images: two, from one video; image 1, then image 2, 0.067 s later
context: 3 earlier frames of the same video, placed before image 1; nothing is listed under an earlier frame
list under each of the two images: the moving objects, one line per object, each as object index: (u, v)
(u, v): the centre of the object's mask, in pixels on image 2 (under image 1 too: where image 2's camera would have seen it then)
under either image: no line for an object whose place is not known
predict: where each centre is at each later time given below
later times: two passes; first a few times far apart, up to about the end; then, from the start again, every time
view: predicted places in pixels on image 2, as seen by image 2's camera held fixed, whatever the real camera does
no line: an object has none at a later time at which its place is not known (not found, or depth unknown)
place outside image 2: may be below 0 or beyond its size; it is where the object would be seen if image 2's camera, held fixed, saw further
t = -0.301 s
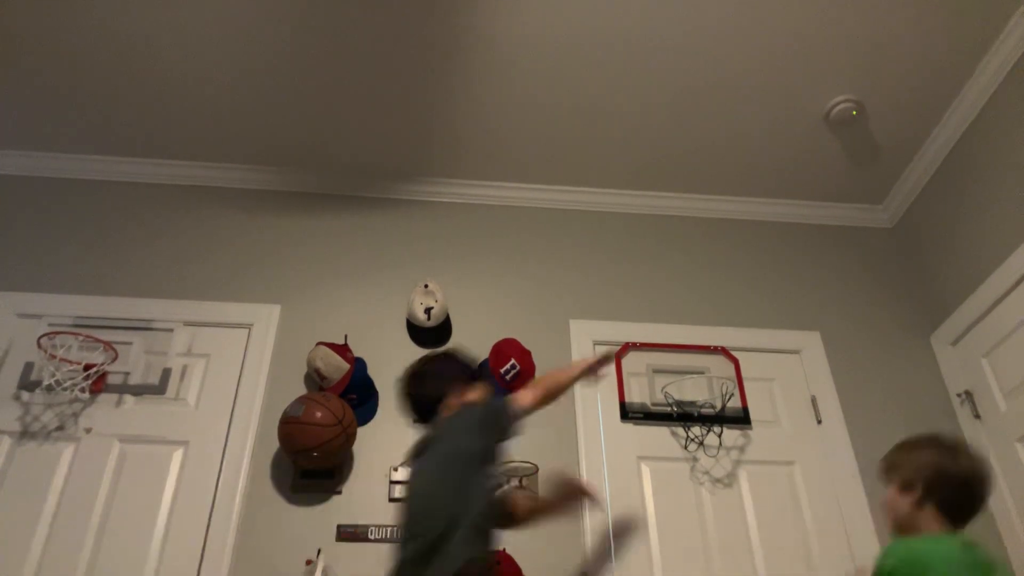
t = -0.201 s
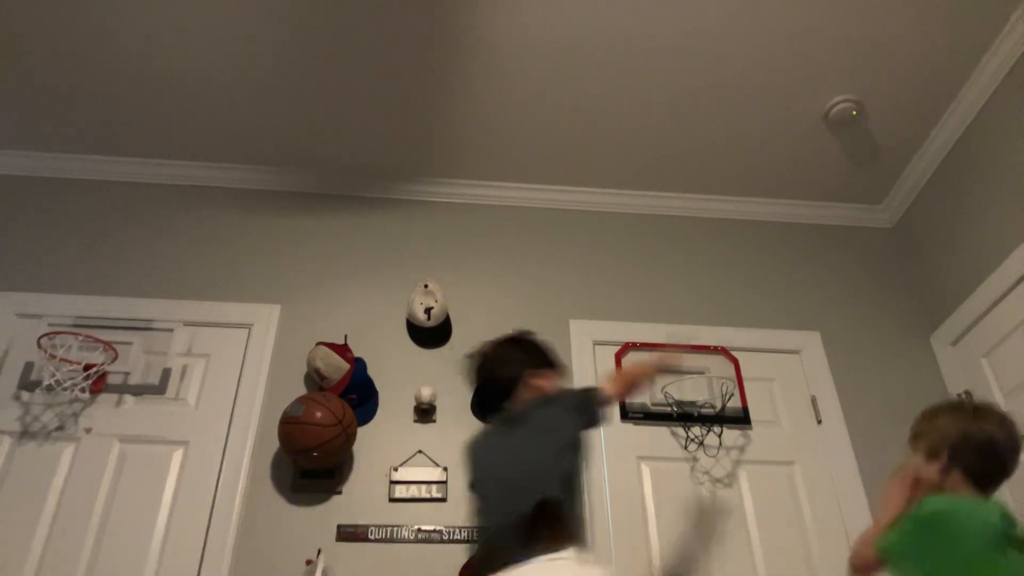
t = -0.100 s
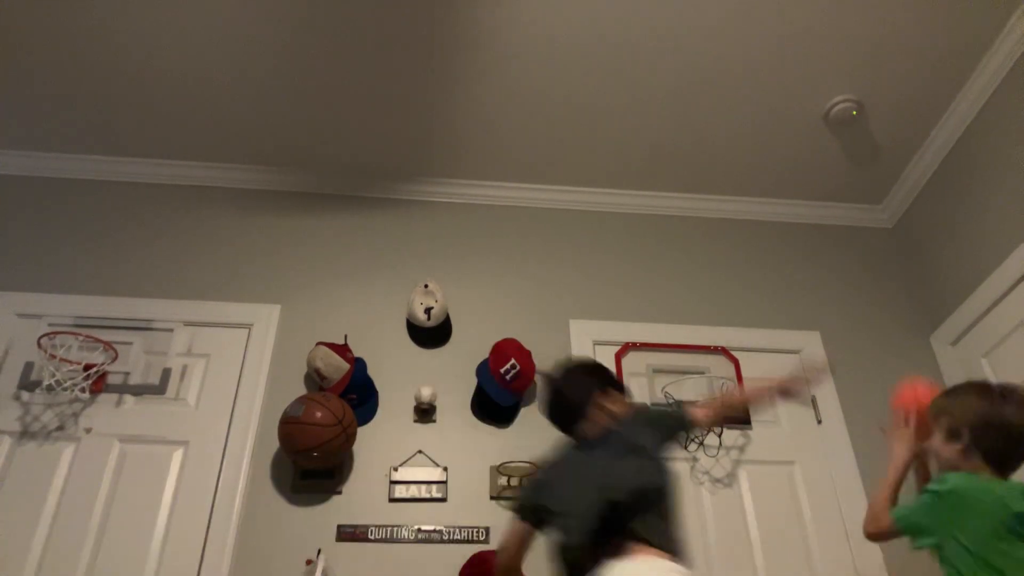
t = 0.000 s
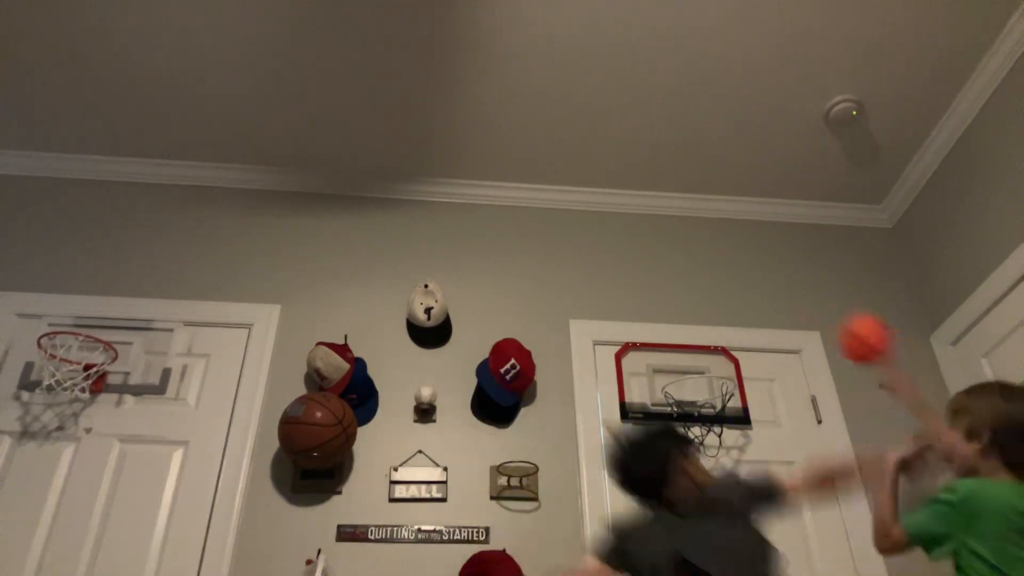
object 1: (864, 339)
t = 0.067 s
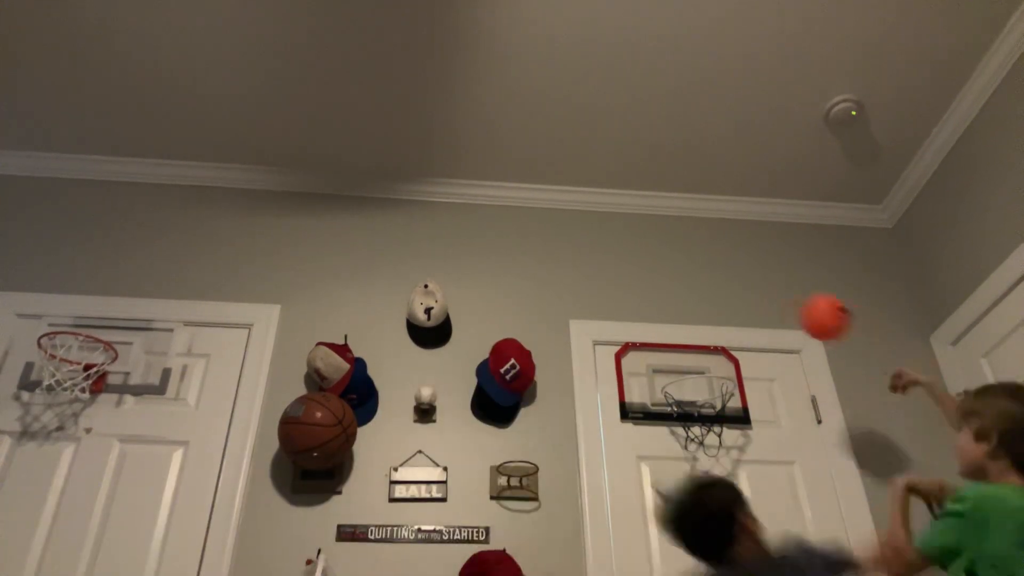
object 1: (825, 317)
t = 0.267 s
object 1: (743, 329)
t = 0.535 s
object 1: (684, 384)
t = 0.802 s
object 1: (720, 372)
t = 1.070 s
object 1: (696, 388)
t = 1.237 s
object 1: (684, 448)
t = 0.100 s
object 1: (809, 312)
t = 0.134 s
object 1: (793, 310)
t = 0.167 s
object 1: (779, 310)
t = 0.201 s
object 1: (766, 314)
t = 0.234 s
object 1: (755, 320)
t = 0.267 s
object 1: (743, 329)
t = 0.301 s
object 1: (734, 340)
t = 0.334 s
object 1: (725, 352)
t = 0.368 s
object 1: (715, 367)
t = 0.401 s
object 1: (706, 381)
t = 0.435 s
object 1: (696, 384)
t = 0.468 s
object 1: (686, 387)
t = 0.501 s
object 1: (683, 386)
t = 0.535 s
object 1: (684, 384)
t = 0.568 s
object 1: (692, 380)
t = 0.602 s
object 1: (701, 376)
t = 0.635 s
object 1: (710, 372)
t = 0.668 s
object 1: (715, 370)
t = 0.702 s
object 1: (718, 369)
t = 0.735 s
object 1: (720, 370)
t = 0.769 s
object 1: (721, 372)
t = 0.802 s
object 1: (720, 372)
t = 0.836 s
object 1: (719, 372)
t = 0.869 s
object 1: (717, 373)
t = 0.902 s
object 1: (715, 375)
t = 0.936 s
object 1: (713, 376)
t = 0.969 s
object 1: (708, 377)
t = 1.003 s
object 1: (705, 380)
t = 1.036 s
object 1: (701, 383)
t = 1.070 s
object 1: (696, 388)
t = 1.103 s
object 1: (693, 396)
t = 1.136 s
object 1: (689, 407)
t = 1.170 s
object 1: (687, 419)
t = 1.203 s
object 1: (685, 433)
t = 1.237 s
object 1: (684, 448)
